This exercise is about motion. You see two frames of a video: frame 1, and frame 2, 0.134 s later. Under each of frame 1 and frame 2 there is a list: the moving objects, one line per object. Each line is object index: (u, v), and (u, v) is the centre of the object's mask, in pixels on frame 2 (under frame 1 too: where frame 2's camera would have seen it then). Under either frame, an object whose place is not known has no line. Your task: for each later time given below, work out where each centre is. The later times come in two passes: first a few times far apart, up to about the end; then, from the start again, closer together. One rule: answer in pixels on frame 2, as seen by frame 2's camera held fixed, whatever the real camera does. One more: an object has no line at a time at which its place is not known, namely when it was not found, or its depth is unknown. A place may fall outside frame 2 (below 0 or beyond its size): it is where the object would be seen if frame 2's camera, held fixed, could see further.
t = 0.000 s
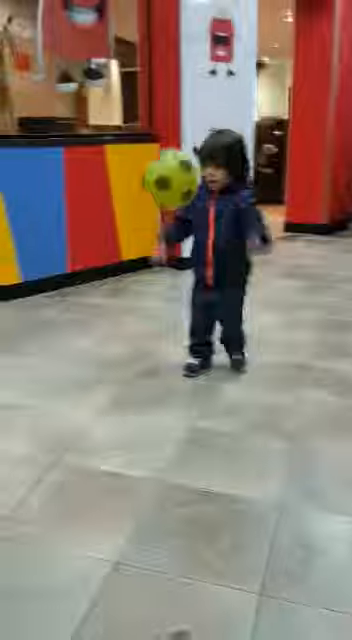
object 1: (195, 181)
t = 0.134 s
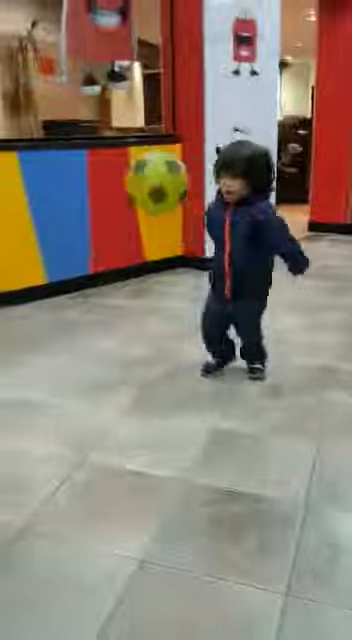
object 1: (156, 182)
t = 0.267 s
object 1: (114, 250)
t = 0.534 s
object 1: (37, 454)
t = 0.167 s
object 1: (145, 193)
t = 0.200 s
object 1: (135, 209)
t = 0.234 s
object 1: (125, 228)
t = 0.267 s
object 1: (114, 250)
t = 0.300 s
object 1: (104, 277)
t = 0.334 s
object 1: (95, 308)
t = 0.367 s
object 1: (82, 349)
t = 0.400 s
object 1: (74, 389)
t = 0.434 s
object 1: (65, 437)
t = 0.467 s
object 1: (58, 489)
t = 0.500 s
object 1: (48, 474)
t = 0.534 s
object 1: (37, 454)
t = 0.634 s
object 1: (8, 409)
